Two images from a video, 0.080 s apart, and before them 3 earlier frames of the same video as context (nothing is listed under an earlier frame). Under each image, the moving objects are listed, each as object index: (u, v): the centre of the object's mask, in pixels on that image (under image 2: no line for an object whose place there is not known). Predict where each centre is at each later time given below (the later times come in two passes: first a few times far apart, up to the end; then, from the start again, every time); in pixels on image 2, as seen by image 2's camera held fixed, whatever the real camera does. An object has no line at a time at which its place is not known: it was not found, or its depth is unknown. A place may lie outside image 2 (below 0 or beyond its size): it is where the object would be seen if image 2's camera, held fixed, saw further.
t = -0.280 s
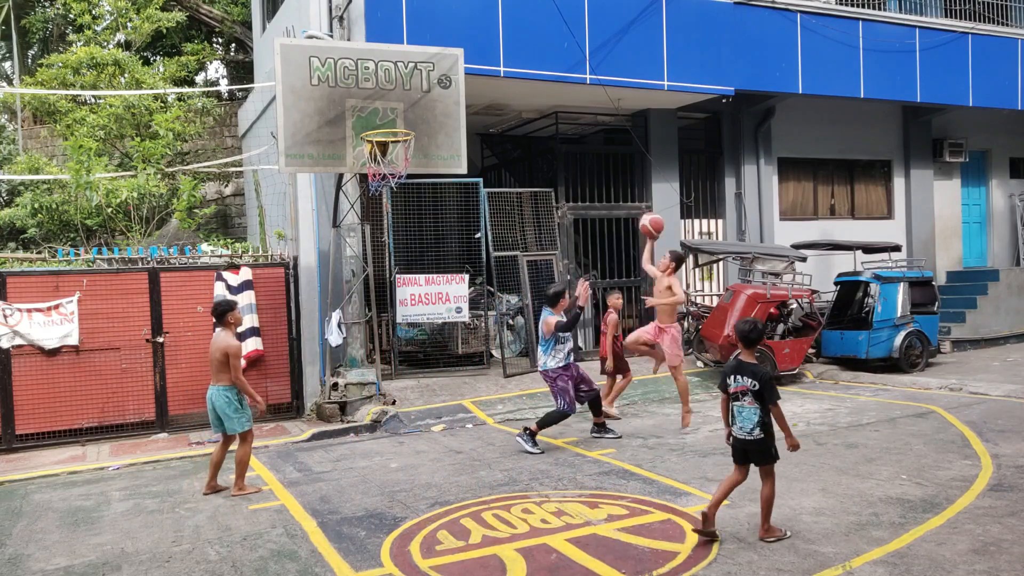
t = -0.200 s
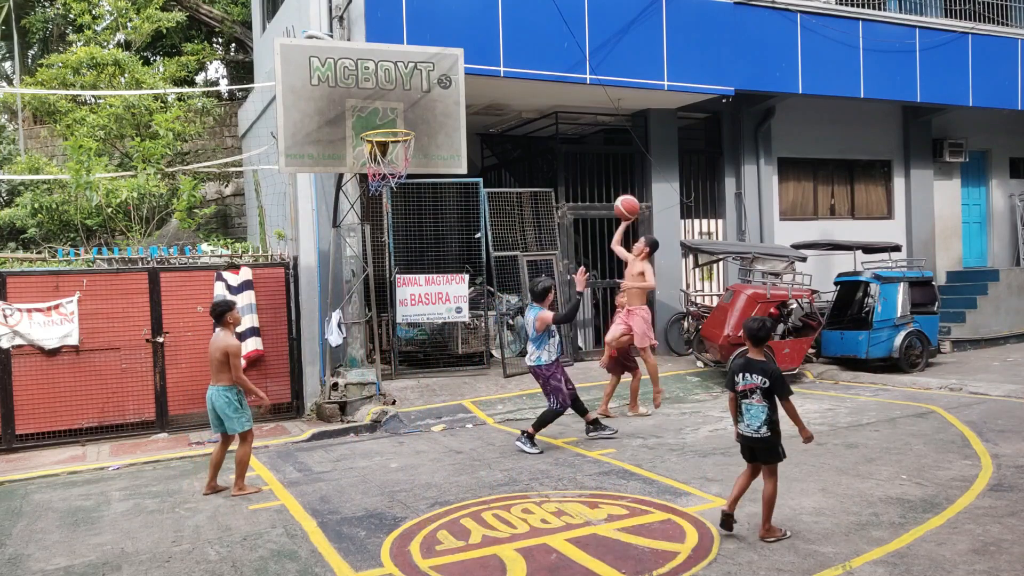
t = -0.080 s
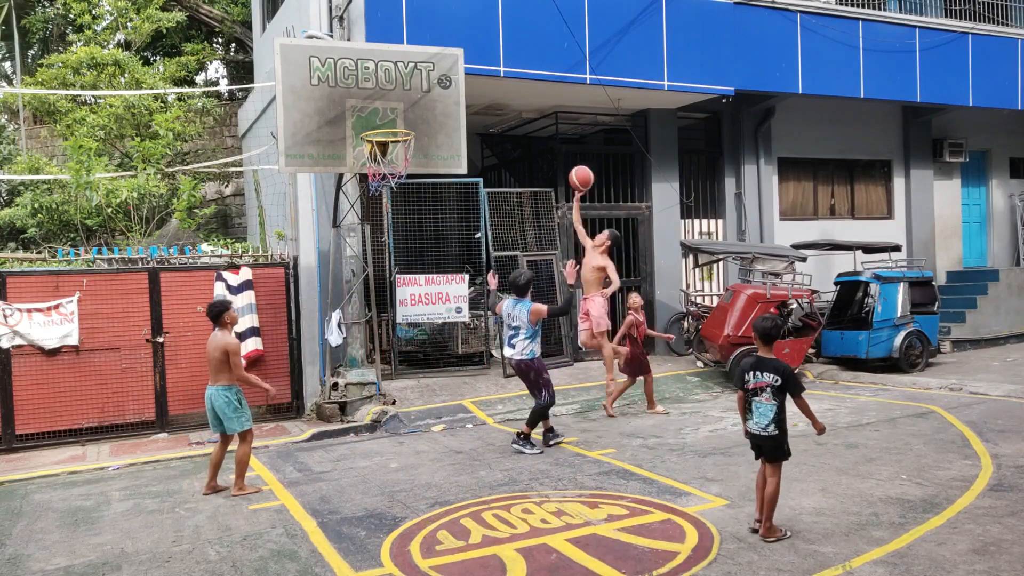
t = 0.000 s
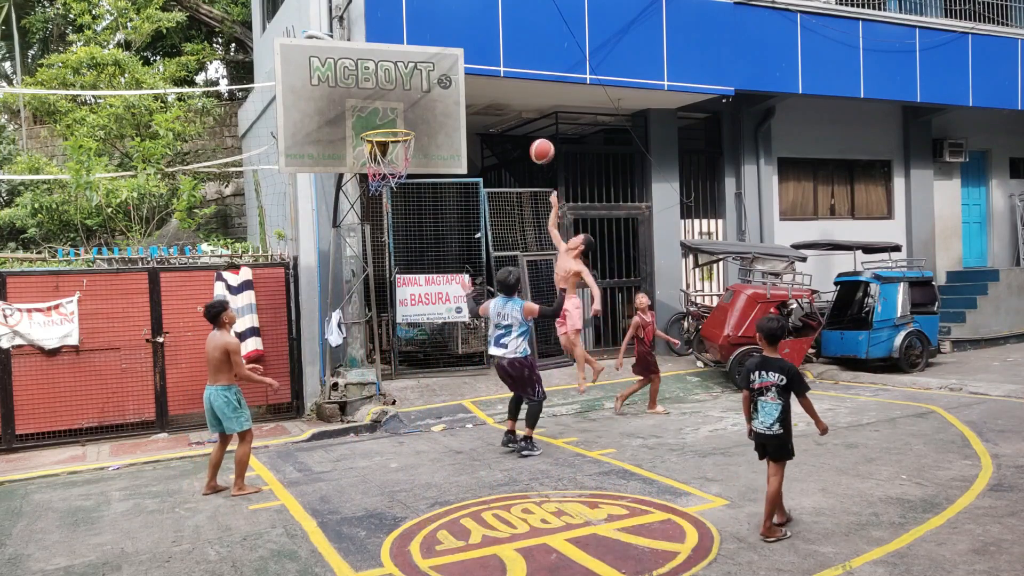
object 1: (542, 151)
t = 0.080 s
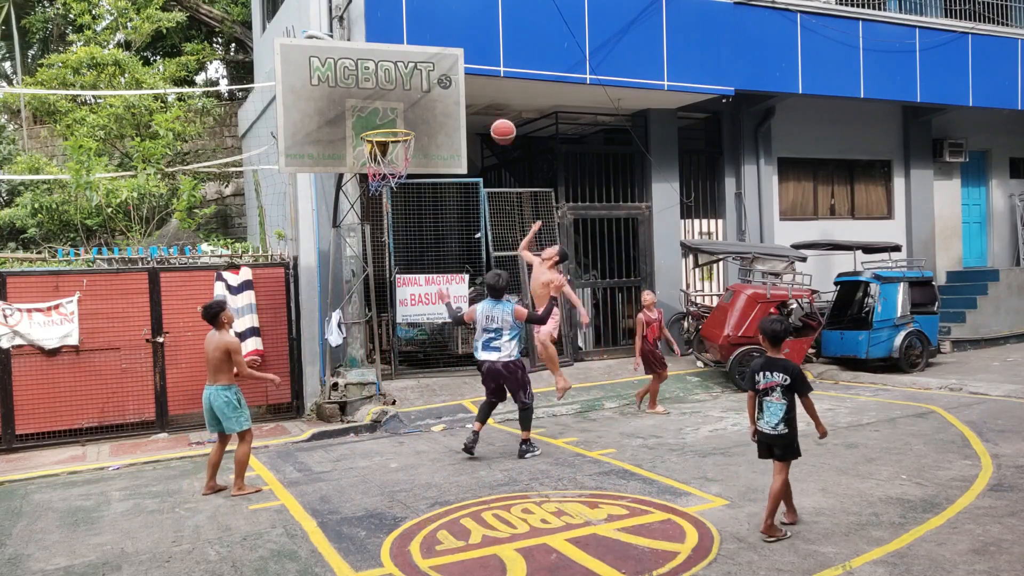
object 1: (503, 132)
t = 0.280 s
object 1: (417, 113)
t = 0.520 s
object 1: (389, 143)
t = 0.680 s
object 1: (415, 169)
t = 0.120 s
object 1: (484, 124)
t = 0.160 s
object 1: (465, 119)
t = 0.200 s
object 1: (446, 115)
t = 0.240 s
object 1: (427, 113)
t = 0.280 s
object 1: (417, 113)
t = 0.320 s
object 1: (409, 114)
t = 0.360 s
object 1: (401, 117)
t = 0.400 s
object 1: (392, 120)
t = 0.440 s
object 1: (385, 127)
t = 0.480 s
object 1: (381, 136)
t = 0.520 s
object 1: (389, 143)
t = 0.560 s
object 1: (399, 152)
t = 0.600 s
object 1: (406, 160)
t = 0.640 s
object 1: (410, 165)
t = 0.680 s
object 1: (415, 169)
